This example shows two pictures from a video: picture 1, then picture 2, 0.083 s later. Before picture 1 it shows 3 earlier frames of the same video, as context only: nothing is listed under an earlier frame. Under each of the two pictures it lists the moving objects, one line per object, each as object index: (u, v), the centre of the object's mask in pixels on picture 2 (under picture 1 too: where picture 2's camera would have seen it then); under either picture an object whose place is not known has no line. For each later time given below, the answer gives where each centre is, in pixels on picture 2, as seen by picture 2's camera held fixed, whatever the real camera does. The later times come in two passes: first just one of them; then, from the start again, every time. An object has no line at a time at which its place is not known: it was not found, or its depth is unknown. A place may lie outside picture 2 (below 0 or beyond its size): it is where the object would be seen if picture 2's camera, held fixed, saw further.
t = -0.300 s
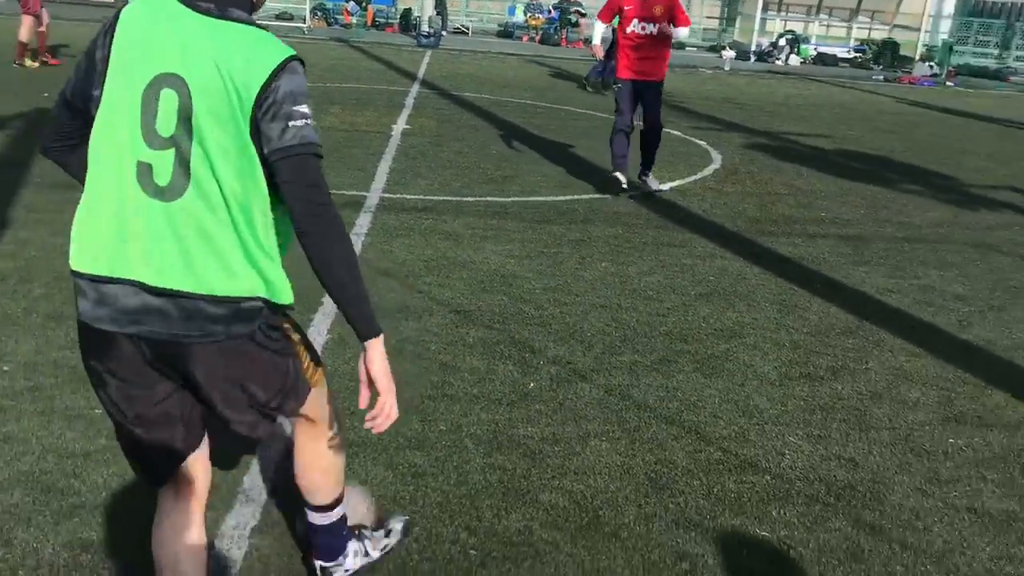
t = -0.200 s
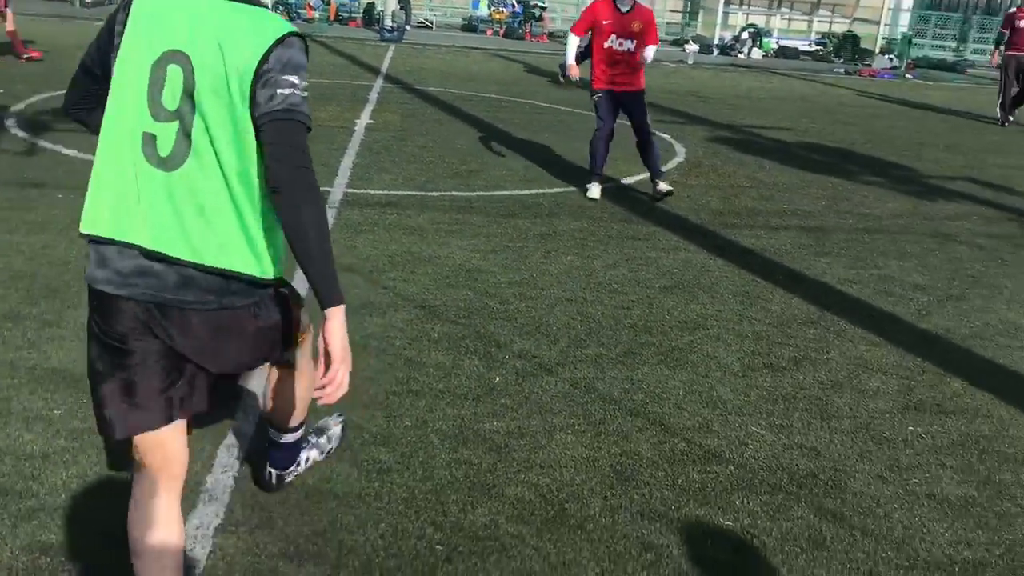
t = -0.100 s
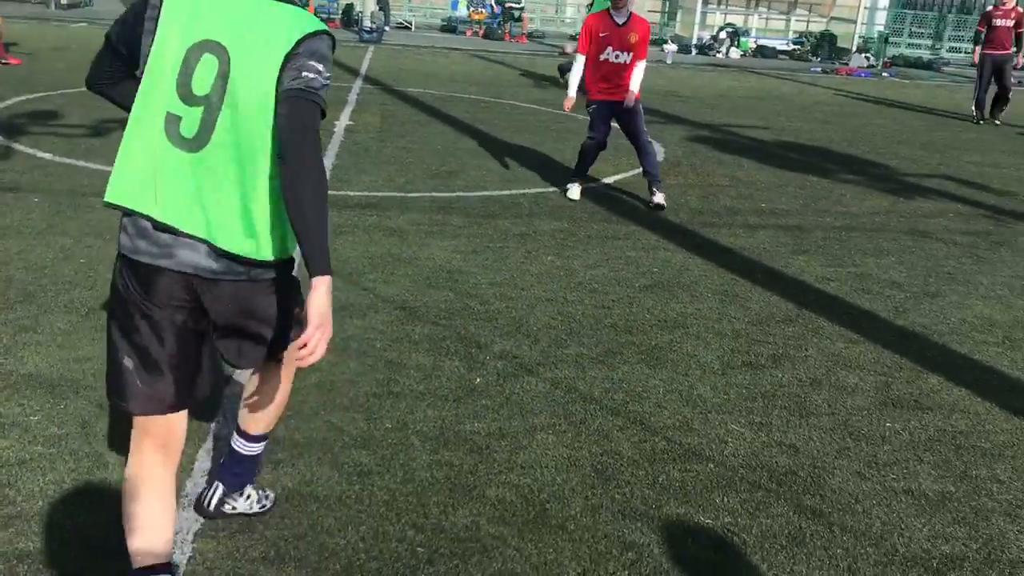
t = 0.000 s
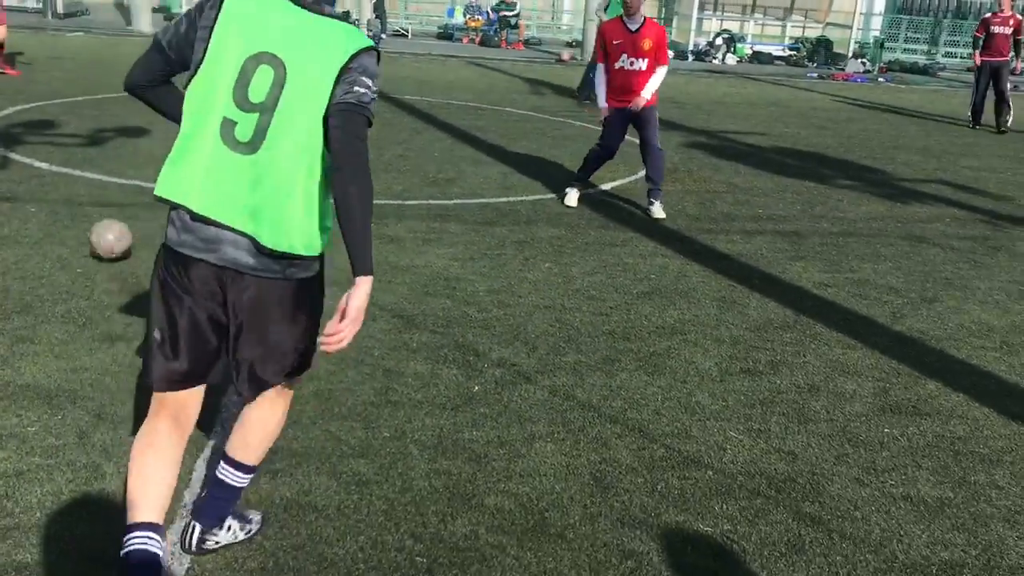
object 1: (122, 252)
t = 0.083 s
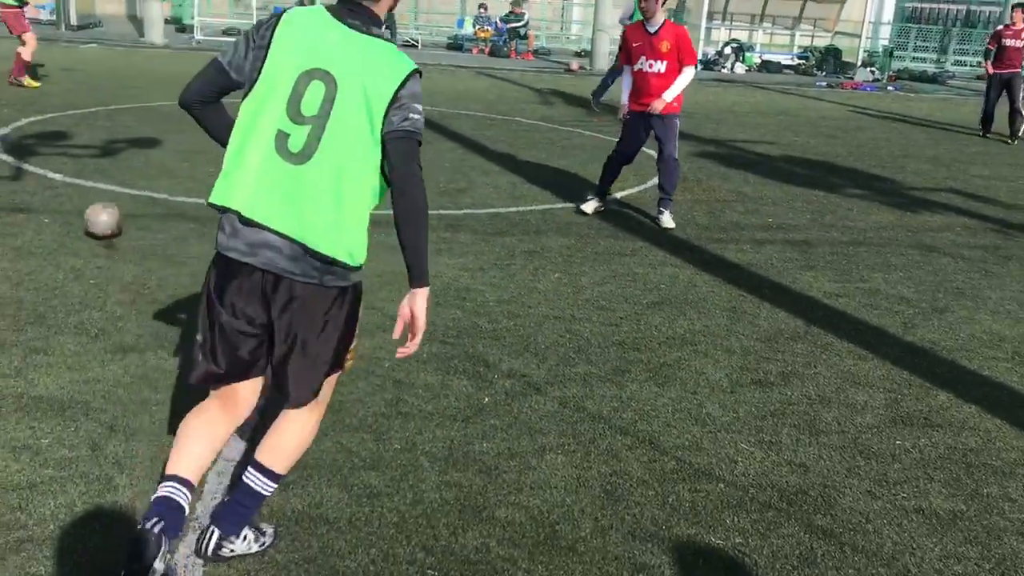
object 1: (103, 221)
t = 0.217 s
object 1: (79, 187)
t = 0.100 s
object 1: (99, 216)
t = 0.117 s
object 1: (95, 211)
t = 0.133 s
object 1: (93, 207)
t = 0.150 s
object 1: (90, 202)
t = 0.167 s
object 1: (87, 199)
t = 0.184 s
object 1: (85, 194)
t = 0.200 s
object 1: (83, 190)
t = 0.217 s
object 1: (79, 187)
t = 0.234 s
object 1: (78, 183)
